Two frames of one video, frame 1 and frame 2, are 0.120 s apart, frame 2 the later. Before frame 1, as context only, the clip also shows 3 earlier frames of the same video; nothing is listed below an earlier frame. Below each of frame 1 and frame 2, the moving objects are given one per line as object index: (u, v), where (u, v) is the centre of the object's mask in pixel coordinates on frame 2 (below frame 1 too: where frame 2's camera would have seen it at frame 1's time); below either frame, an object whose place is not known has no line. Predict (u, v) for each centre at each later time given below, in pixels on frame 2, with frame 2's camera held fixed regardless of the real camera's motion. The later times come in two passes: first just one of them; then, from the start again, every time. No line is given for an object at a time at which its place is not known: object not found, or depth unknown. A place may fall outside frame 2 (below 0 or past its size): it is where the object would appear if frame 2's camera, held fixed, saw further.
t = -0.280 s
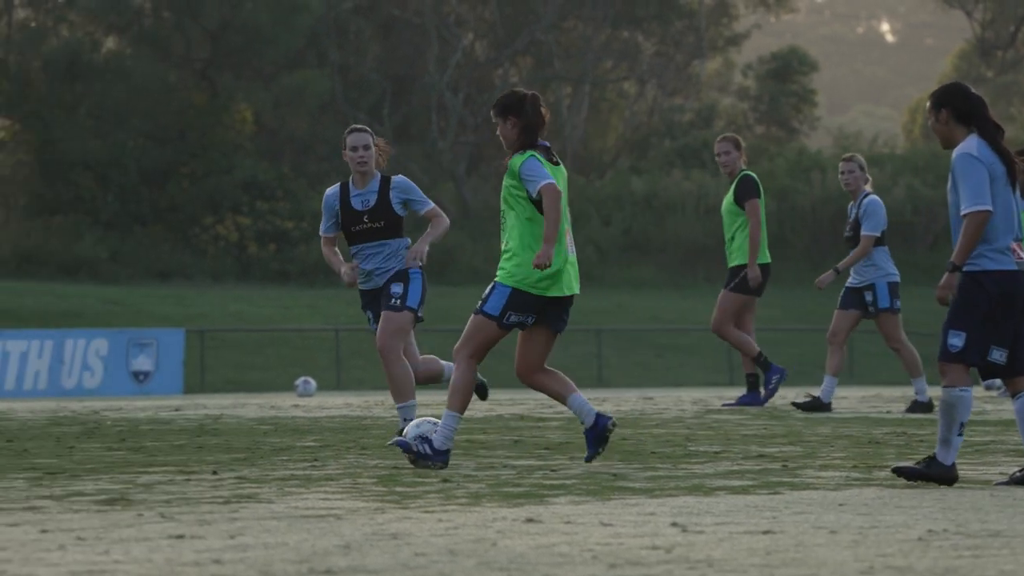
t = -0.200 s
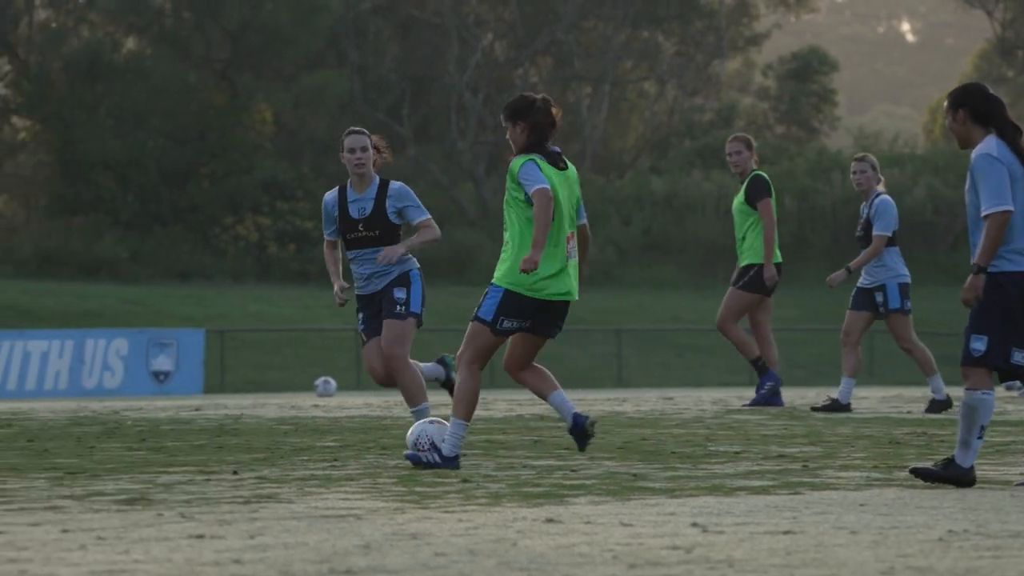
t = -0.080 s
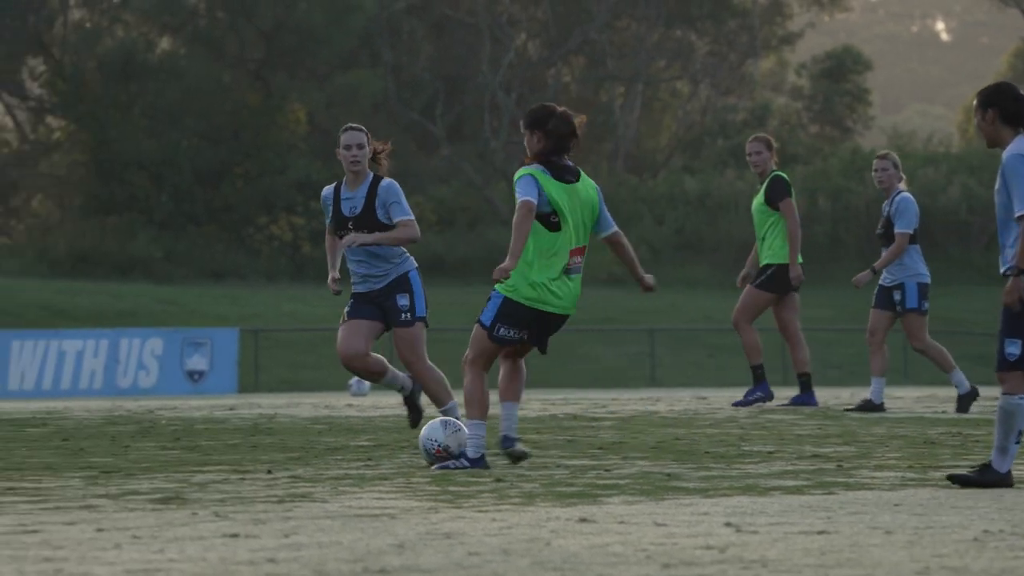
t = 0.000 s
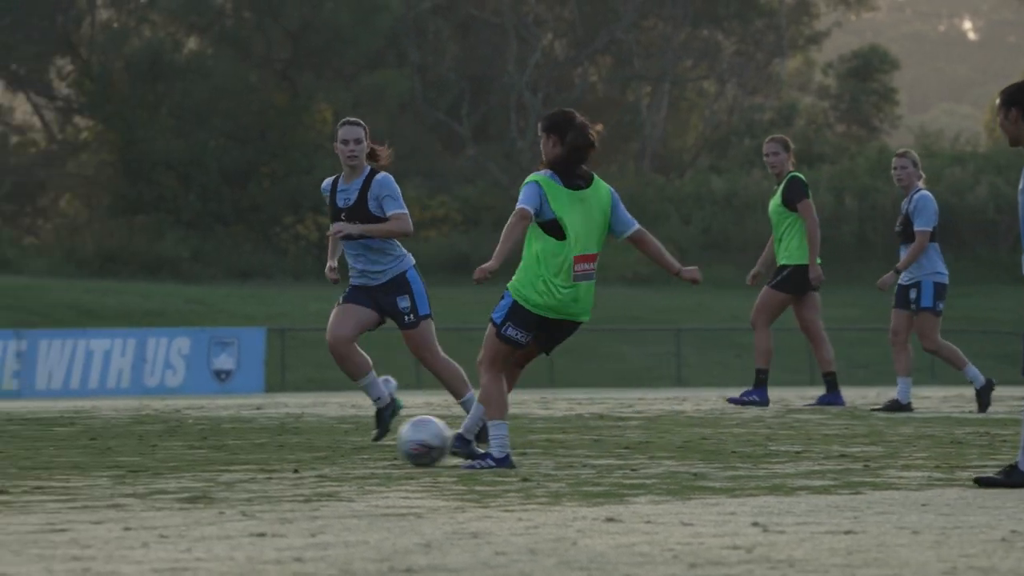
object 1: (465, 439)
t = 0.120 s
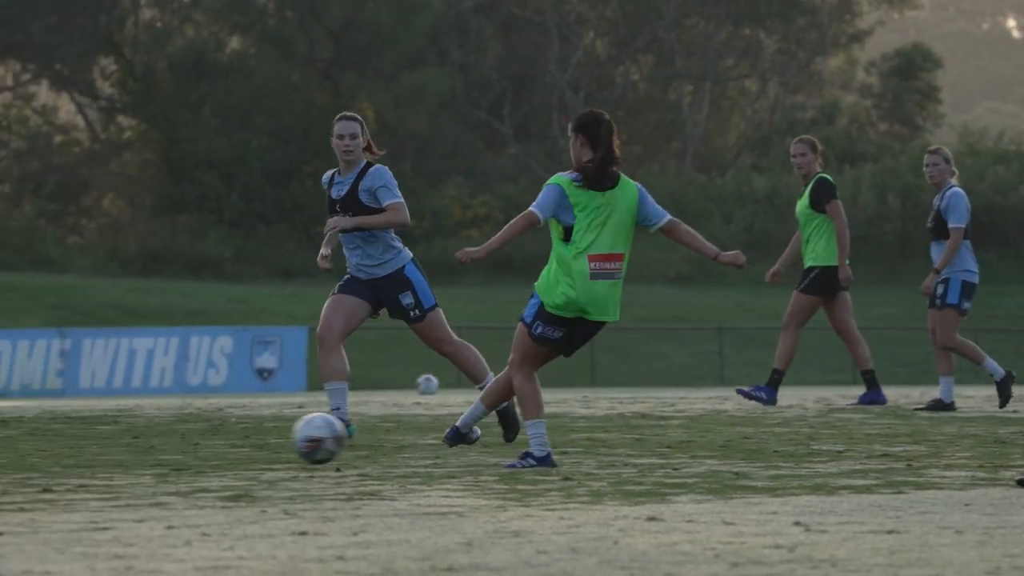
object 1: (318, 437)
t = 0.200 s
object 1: (223, 440)
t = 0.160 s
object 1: (270, 438)
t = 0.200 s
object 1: (223, 440)
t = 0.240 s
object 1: (176, 441)
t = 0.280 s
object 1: (131, 440)
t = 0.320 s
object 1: (87, 438)
